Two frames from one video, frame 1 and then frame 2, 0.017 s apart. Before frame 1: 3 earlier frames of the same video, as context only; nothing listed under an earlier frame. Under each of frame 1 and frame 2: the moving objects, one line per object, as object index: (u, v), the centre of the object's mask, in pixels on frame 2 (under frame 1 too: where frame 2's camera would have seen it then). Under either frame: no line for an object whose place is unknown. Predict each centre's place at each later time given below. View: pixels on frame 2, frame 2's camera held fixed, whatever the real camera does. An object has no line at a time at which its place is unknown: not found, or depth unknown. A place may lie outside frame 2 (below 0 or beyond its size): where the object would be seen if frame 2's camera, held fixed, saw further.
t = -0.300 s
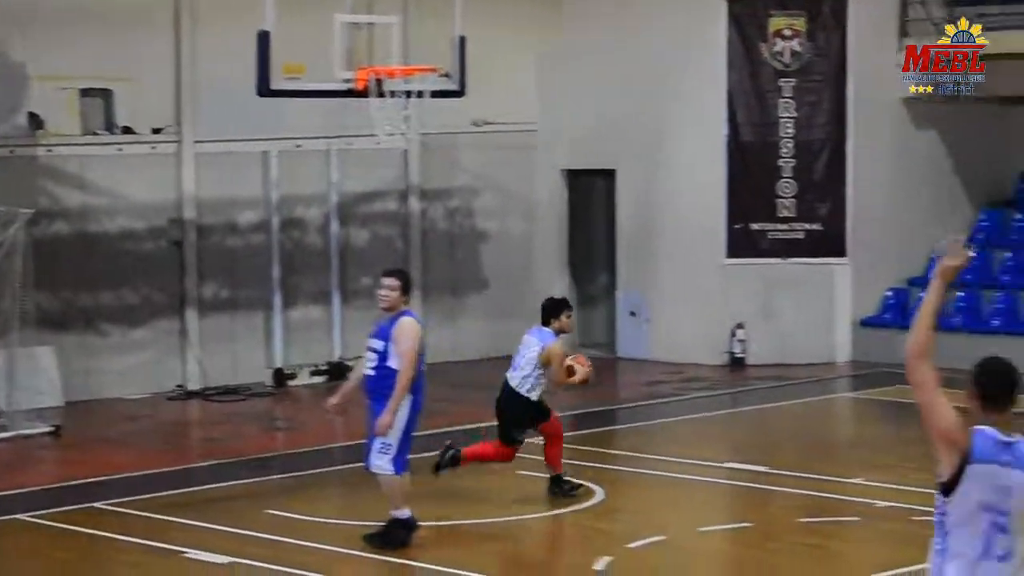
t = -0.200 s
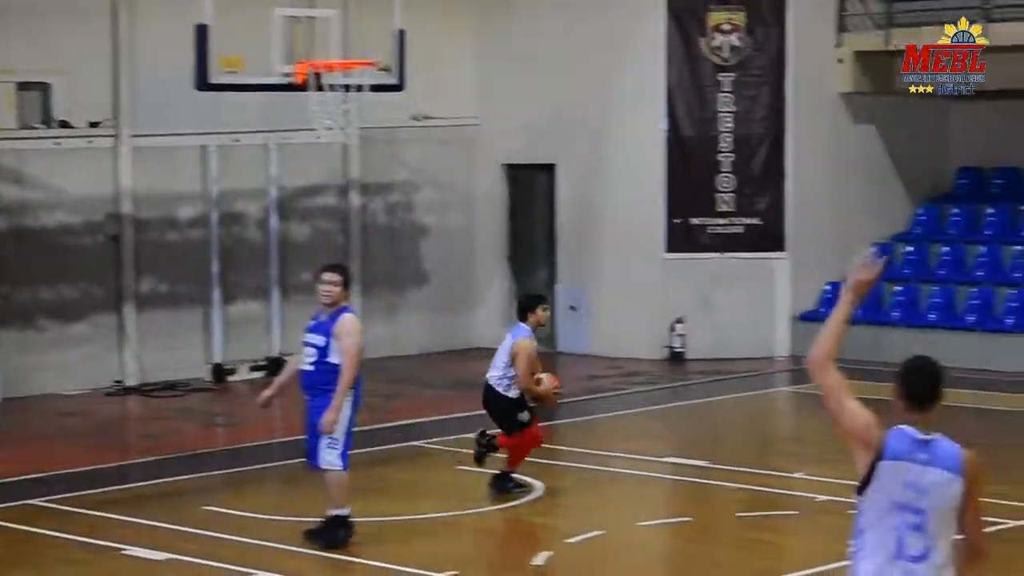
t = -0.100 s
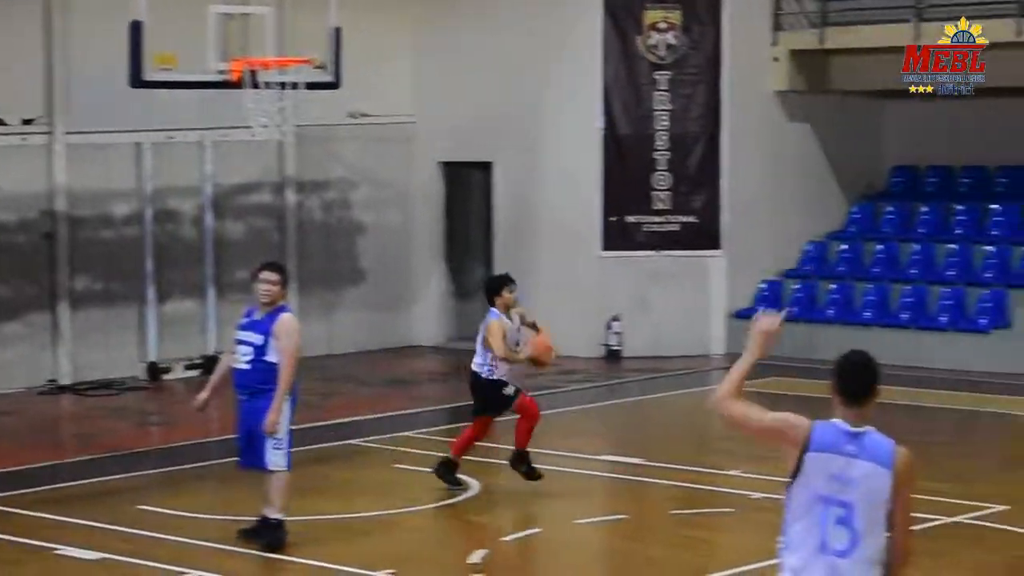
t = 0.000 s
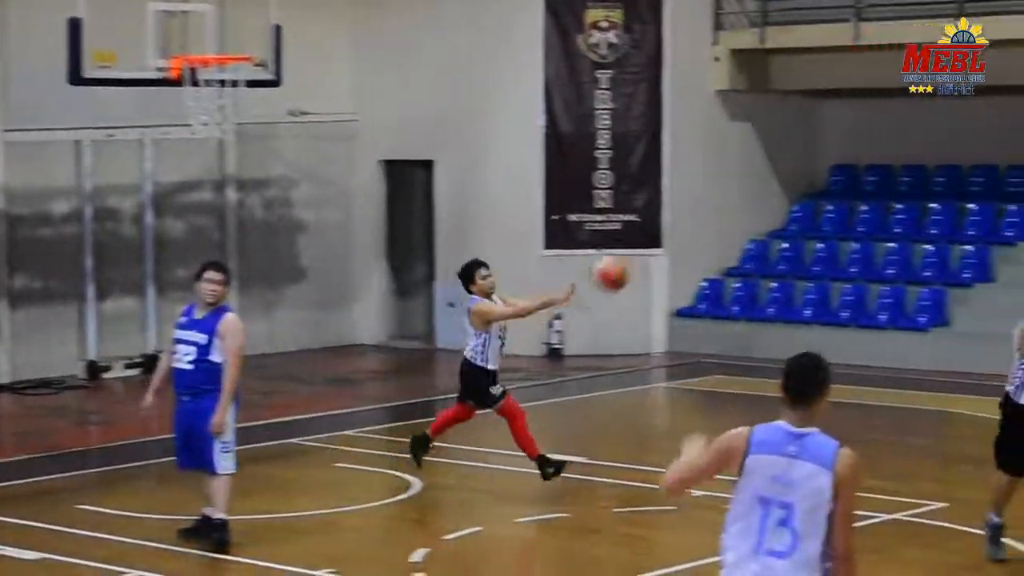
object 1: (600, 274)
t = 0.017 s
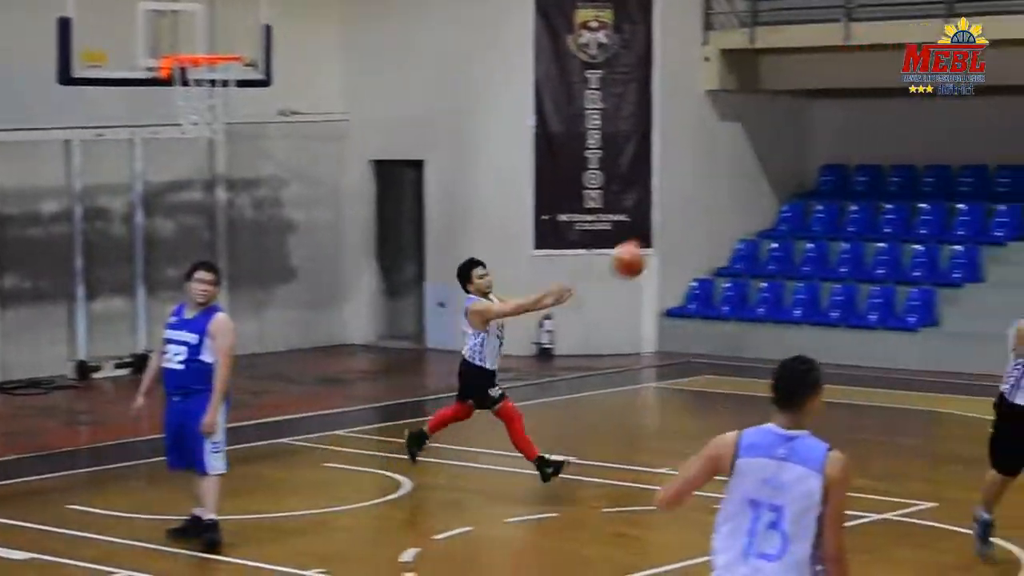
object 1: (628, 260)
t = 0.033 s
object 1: (658, 247)
